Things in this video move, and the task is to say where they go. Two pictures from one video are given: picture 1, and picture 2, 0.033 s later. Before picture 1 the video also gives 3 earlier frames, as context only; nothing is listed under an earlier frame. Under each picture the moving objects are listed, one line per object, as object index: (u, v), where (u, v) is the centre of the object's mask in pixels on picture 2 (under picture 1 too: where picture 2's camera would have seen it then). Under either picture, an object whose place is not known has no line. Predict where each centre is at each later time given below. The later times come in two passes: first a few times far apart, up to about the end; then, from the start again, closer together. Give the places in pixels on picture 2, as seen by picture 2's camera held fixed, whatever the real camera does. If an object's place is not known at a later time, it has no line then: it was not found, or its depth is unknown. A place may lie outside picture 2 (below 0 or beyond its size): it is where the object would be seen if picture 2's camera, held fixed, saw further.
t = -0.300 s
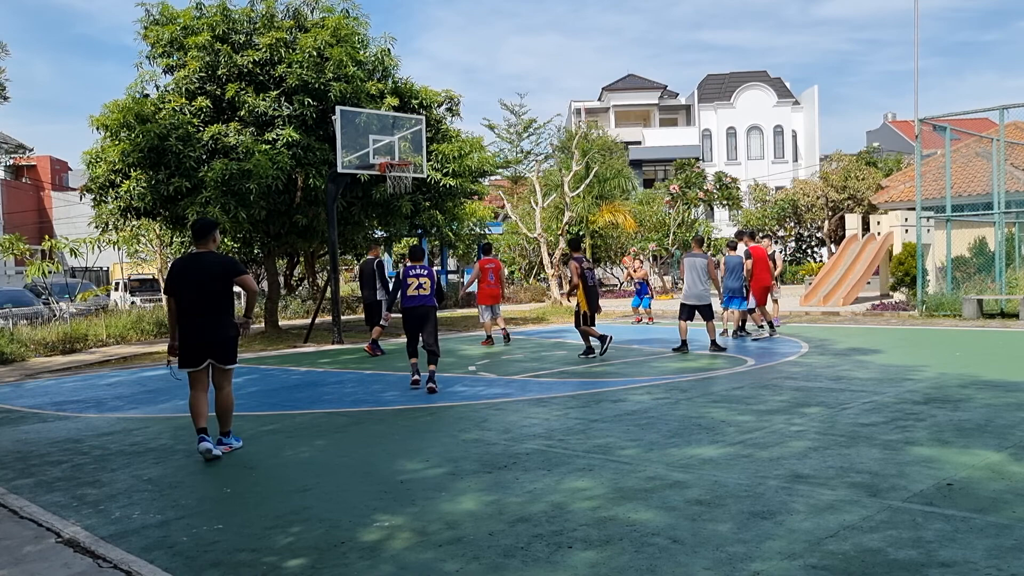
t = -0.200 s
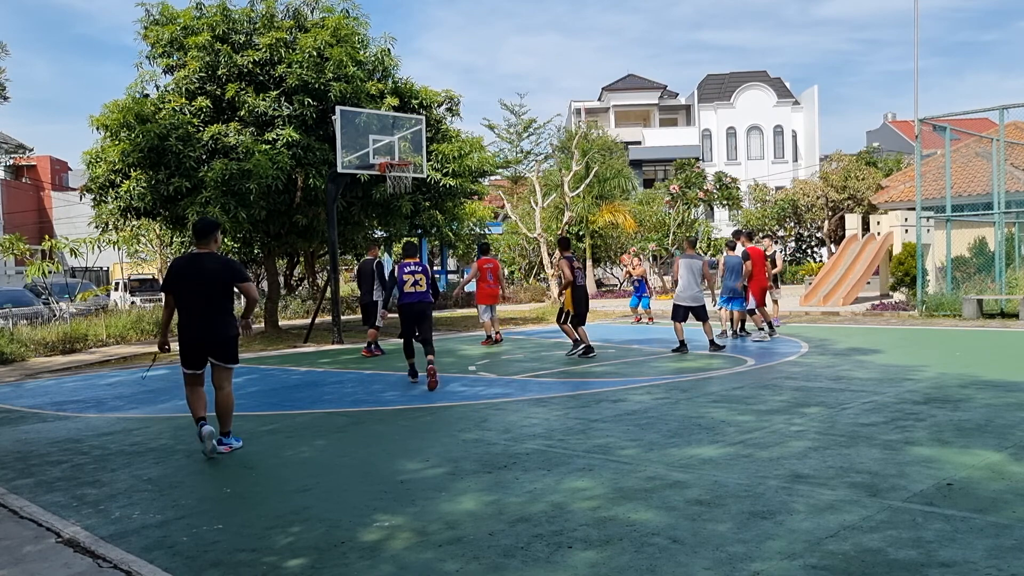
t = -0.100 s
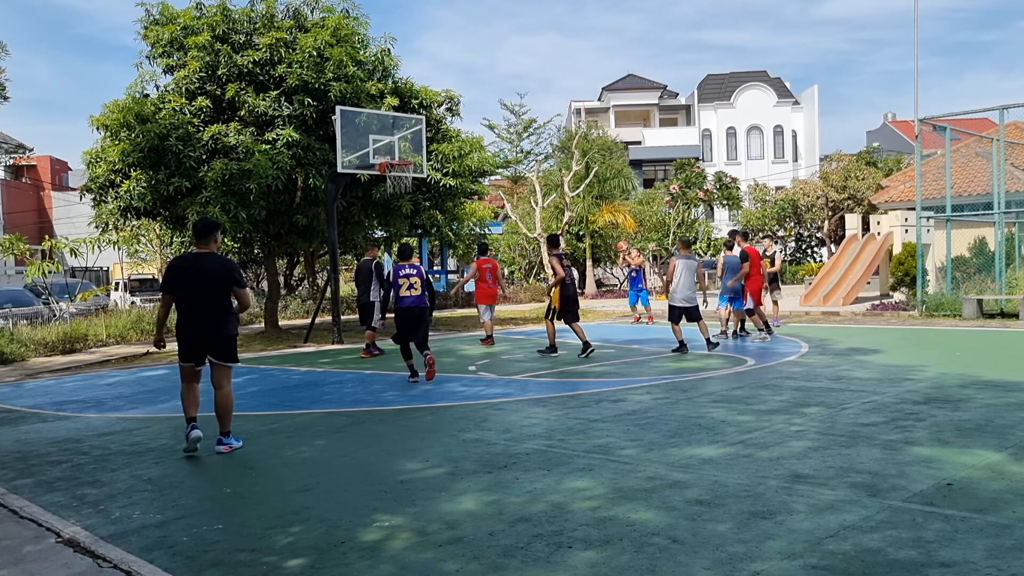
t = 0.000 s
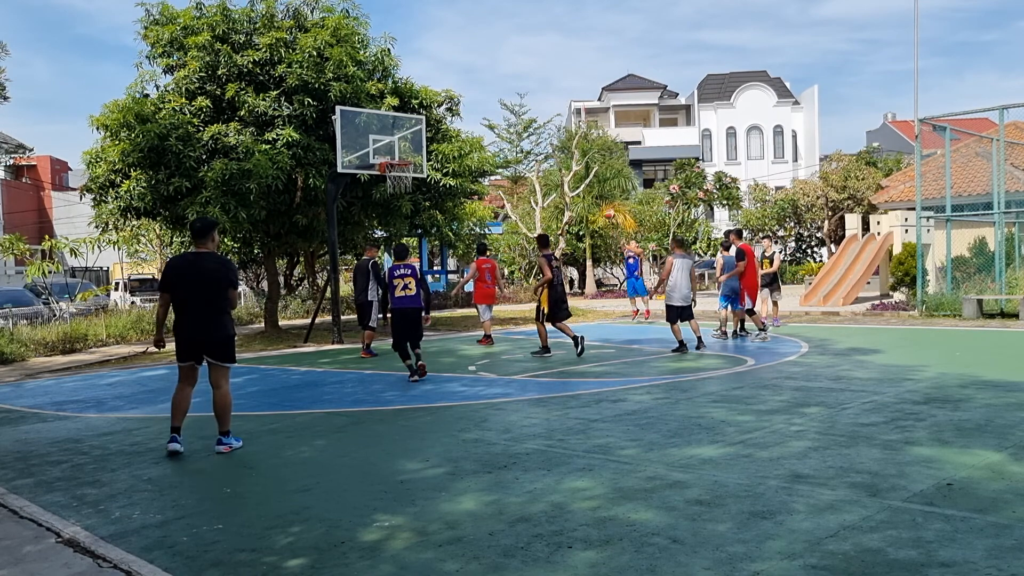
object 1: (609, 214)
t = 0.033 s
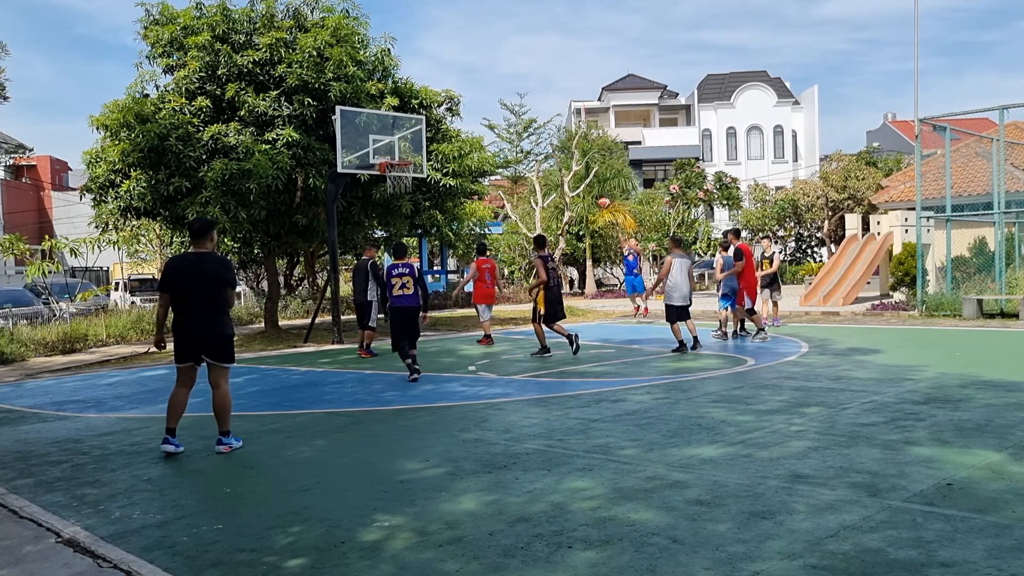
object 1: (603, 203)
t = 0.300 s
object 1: (562, 131)
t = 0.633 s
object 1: (507, 85)
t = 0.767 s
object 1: (484, 81)
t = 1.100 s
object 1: (423, 117)
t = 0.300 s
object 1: (562, 131)
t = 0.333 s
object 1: (557, 125)
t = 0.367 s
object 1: (552, 119)
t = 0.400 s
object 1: (546, 113)
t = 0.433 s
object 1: (541, 107)
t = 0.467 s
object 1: (535, 102)
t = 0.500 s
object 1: (529, 98)
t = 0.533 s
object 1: (524, 94)
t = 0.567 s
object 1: (519, 90)
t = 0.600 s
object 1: (513, 87)
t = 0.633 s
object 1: (507, 85)
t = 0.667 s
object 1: (502, 83)
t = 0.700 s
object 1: (496, 82)
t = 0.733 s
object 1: (490, 81)
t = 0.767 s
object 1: (484, 81)
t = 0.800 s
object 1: (478, 82)
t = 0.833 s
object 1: (472, 83)
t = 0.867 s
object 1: (466, 85)
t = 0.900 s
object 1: (460, 87)
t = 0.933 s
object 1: (454, 90)
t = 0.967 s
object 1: (448, 94)
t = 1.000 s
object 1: (442, 99)
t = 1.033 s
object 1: (435, 104)
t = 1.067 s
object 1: (429, 110)
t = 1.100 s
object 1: (423, 117)
